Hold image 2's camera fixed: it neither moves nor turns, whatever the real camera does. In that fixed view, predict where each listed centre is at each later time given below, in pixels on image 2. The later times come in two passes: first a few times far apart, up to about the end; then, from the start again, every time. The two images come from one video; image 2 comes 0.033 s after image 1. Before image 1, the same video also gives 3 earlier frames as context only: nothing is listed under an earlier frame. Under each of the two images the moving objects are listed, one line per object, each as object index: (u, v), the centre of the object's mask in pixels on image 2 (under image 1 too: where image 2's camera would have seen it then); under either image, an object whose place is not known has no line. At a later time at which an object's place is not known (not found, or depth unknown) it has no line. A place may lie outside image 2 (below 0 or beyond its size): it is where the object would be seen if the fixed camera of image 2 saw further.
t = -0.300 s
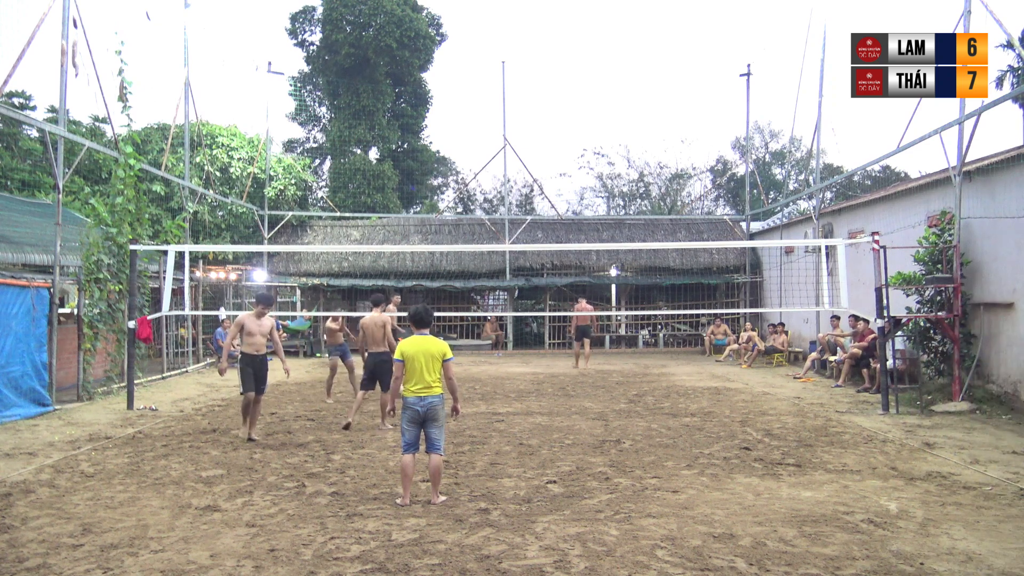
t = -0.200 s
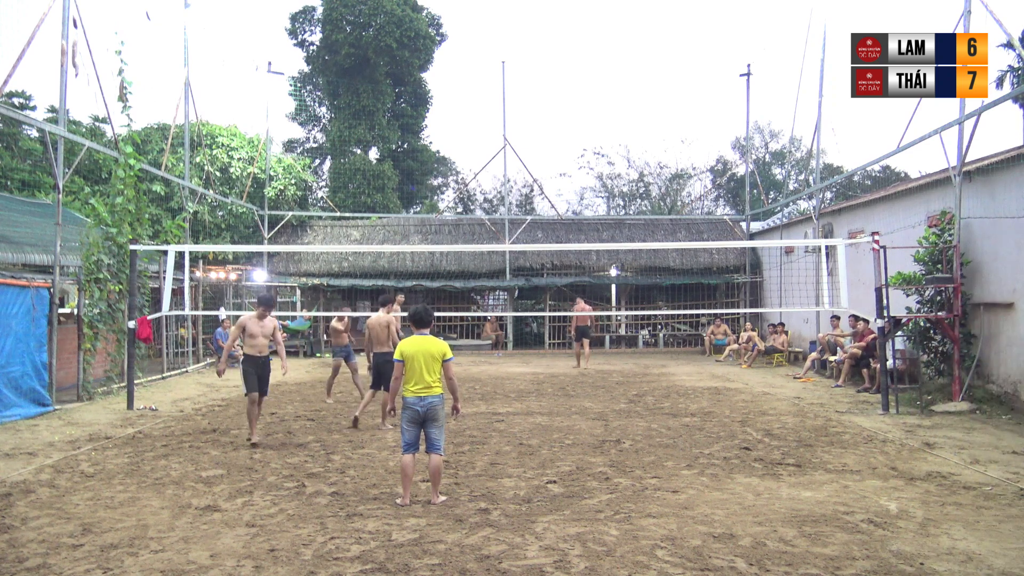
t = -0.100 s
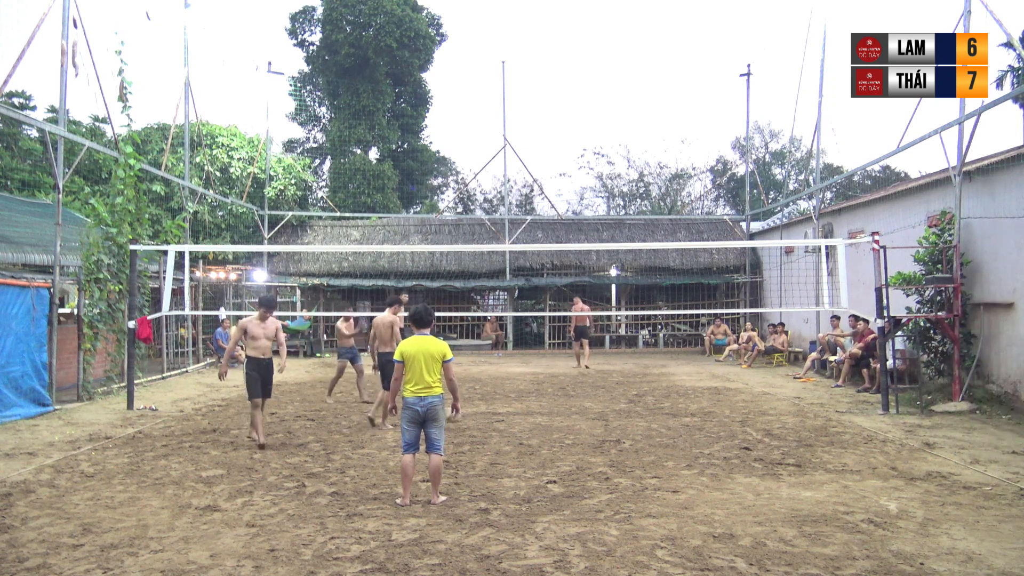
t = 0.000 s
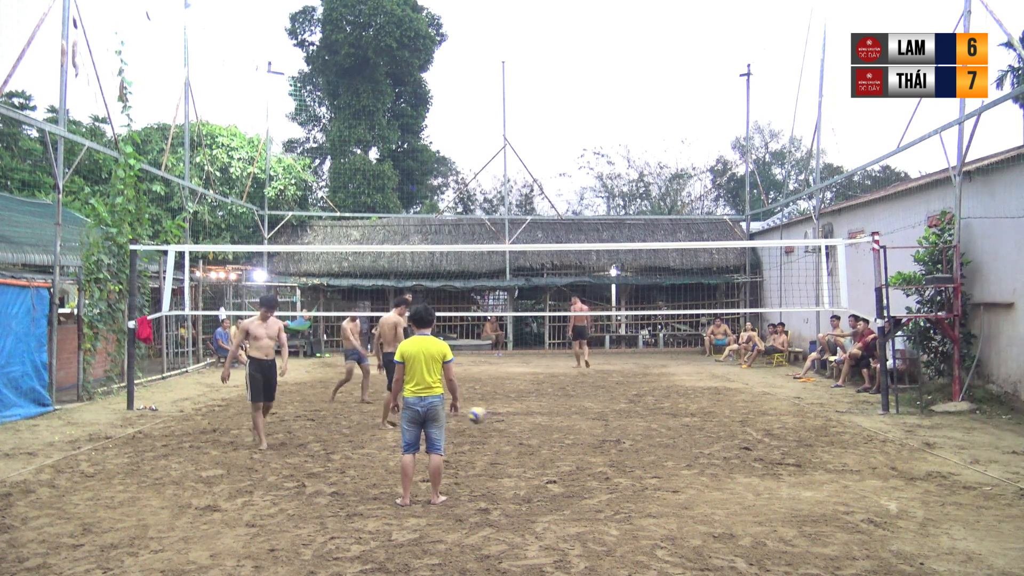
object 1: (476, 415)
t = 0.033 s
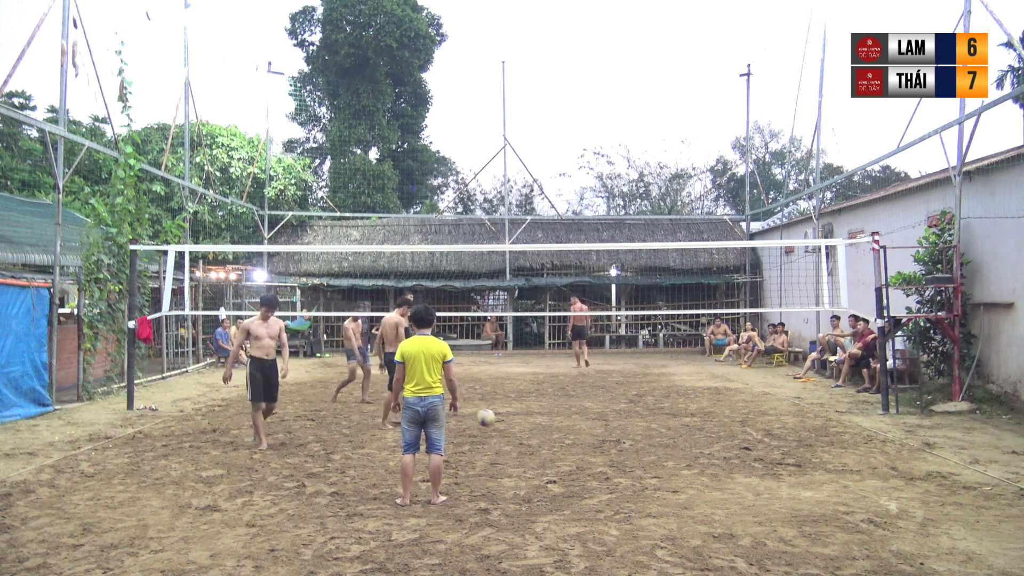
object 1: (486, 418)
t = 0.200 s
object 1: (529, 432)
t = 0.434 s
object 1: (594, 438)
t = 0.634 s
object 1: (653, 458)
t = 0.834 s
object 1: (722, 471)
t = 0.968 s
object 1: (773, 480)
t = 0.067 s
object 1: (494, 421)
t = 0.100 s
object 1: (503, 425)
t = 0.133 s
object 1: (512, 431)
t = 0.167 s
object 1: (521, 432)
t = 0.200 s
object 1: (529, 432)
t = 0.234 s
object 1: (539, 432)
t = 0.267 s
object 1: (547, 433)
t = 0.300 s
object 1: (556, 435)
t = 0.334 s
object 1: (566, 440)
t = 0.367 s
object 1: (575, 441)
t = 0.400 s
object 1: (584, 439)
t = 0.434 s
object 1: (594, 438)
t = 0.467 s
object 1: (603, 438)
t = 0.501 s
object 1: (612, 440)
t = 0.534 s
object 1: (623, 443)
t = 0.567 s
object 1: (632, 446)
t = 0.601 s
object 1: (642, 451)
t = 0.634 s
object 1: (653, 458)
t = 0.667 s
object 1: (664, 458)
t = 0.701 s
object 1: (675, 459)
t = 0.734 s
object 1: (686, 460)
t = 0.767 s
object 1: (698, 463)
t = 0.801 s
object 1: (710, 468)
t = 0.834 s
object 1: (722, 471)
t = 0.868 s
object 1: (735, 472)
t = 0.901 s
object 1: (747, 472)
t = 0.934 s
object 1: (759, 475)
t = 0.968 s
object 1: (773, 480)
